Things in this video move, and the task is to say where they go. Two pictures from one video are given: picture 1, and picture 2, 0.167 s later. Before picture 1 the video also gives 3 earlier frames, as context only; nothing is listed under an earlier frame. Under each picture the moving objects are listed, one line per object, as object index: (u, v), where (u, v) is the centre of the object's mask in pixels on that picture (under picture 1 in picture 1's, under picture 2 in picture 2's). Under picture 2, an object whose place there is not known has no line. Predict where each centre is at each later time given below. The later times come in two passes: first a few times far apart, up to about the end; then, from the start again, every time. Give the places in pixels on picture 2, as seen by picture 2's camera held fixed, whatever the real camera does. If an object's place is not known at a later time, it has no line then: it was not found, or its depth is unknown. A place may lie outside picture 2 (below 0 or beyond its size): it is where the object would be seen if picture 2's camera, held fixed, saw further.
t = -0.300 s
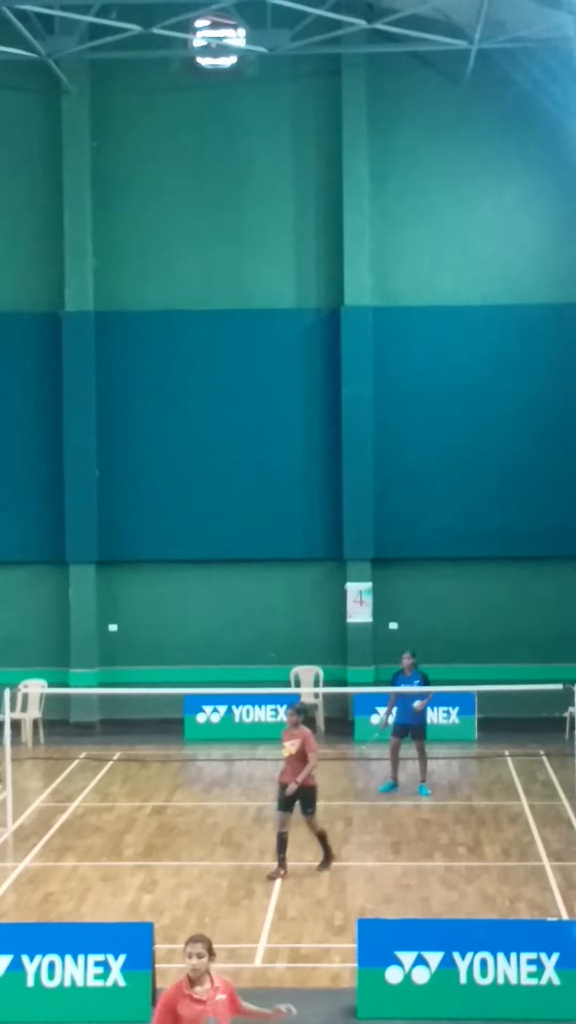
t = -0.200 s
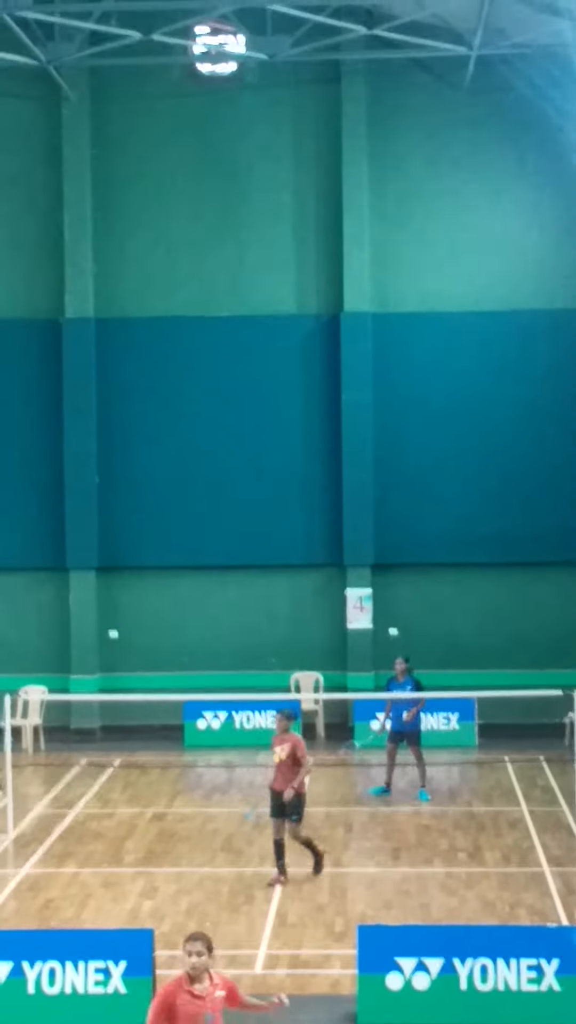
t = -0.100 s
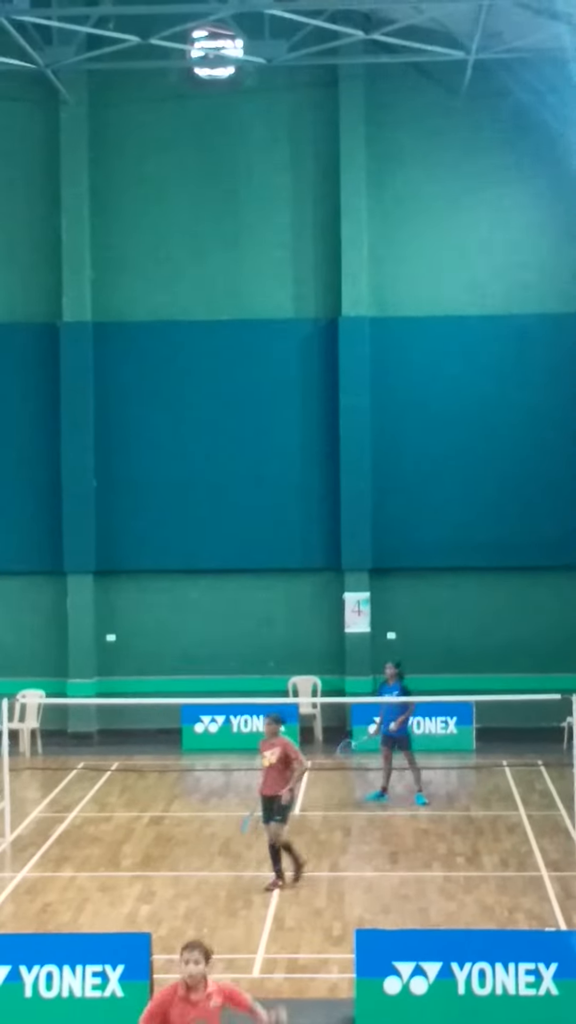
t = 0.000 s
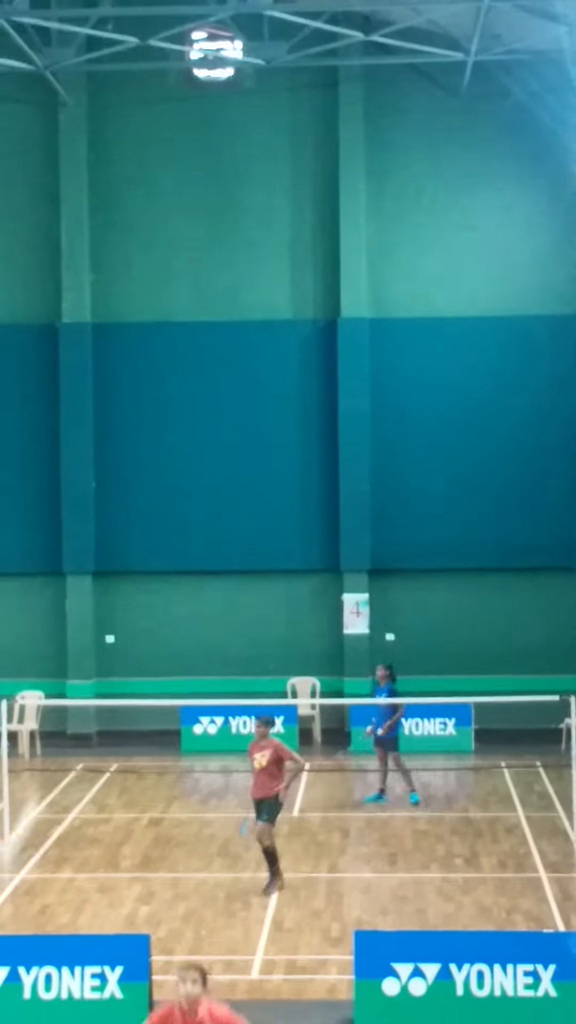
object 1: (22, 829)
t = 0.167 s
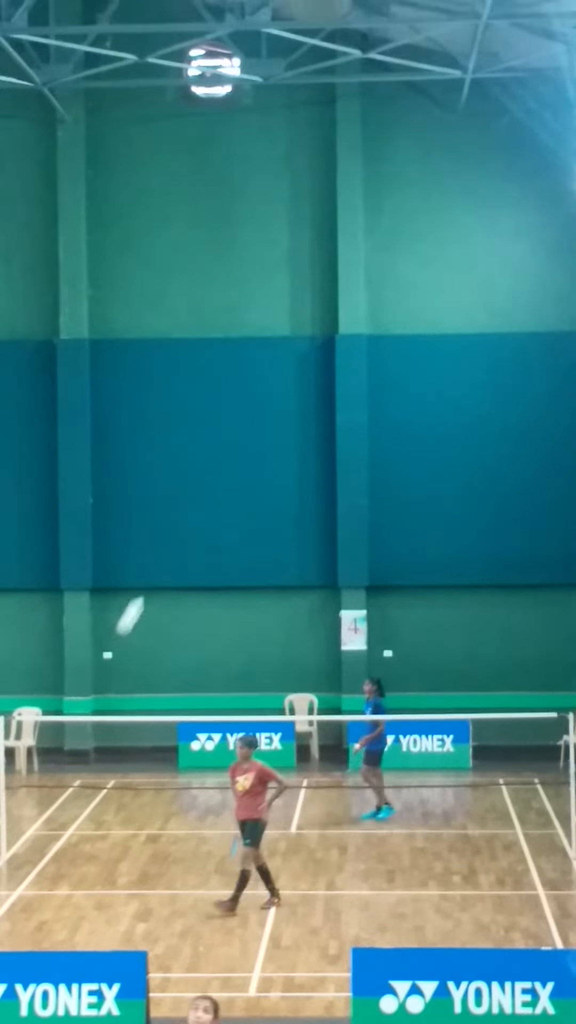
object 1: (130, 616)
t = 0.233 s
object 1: (160, 568)
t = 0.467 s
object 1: (238, 508)
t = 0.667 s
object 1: (284, 542)
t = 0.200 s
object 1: (146, 590)
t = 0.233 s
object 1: (160, 568)
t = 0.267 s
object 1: (173, 551)
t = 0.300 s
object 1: (186, 537)
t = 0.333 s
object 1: (198, 525)
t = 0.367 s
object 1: (209, 517)
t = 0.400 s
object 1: (219, 511)
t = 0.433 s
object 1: (229, 508)
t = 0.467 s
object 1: (238, 508)
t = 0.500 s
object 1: (247, 509)
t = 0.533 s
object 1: (255, 511)
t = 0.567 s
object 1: (263, 516)
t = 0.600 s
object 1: (270, 523)
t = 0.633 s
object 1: (277, 532)
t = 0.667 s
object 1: (284, 542)
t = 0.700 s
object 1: (291, 554)
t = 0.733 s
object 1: (297, 567)
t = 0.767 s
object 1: (304, 581)
